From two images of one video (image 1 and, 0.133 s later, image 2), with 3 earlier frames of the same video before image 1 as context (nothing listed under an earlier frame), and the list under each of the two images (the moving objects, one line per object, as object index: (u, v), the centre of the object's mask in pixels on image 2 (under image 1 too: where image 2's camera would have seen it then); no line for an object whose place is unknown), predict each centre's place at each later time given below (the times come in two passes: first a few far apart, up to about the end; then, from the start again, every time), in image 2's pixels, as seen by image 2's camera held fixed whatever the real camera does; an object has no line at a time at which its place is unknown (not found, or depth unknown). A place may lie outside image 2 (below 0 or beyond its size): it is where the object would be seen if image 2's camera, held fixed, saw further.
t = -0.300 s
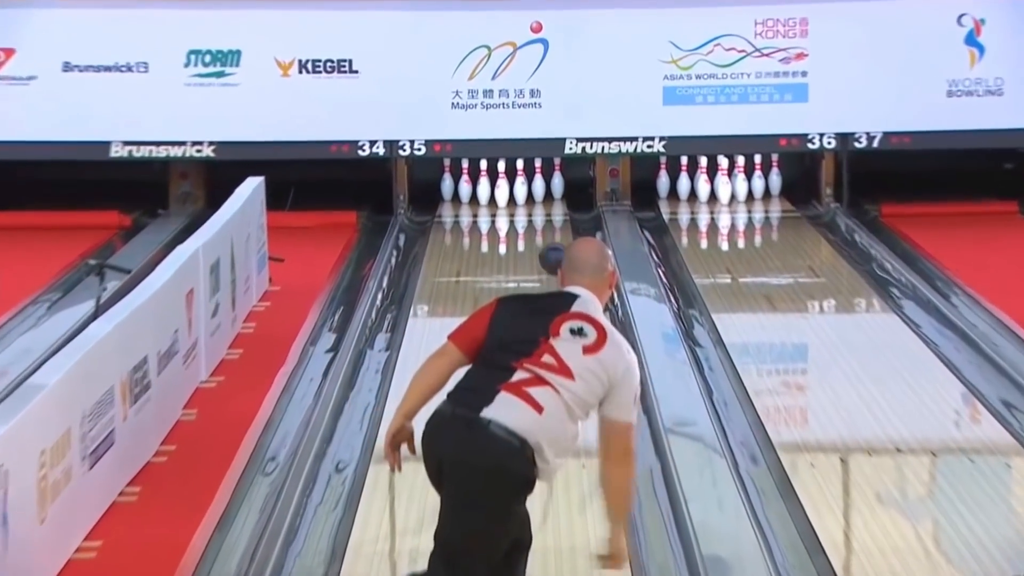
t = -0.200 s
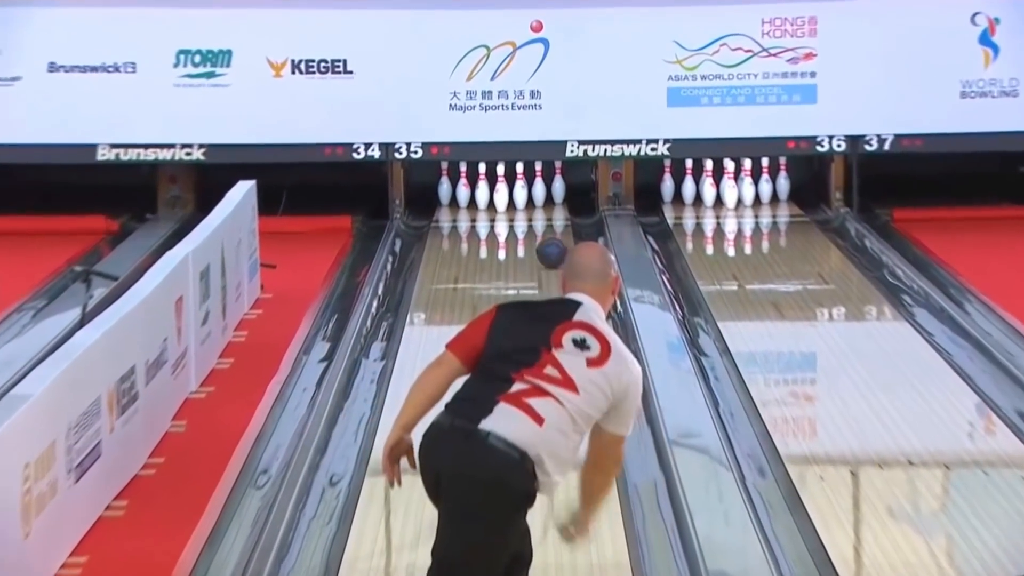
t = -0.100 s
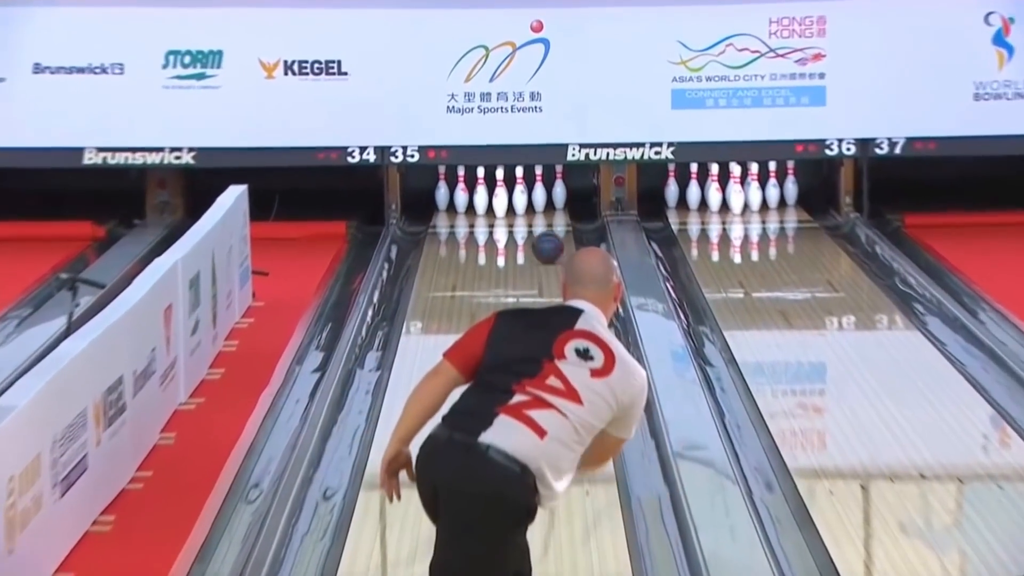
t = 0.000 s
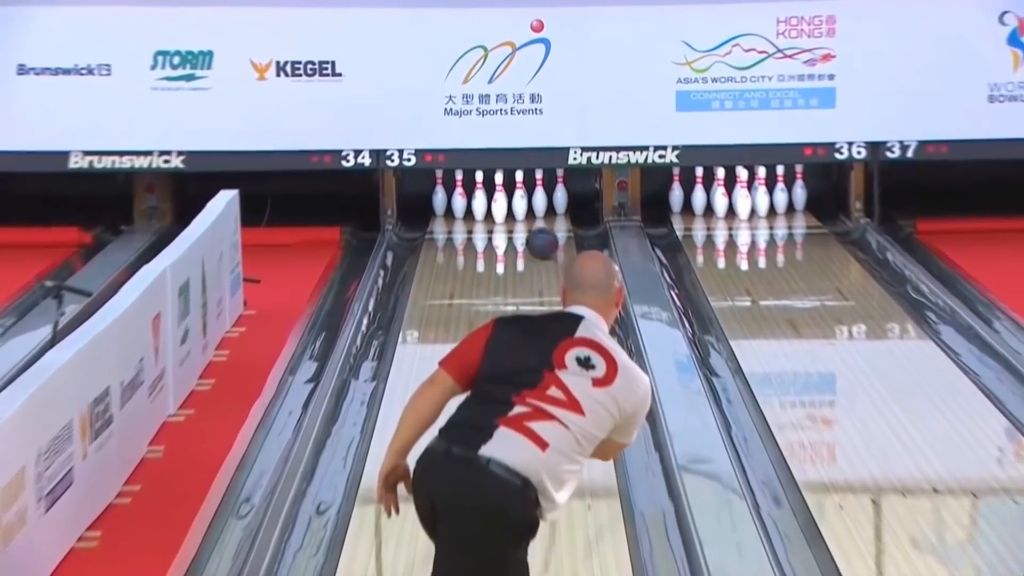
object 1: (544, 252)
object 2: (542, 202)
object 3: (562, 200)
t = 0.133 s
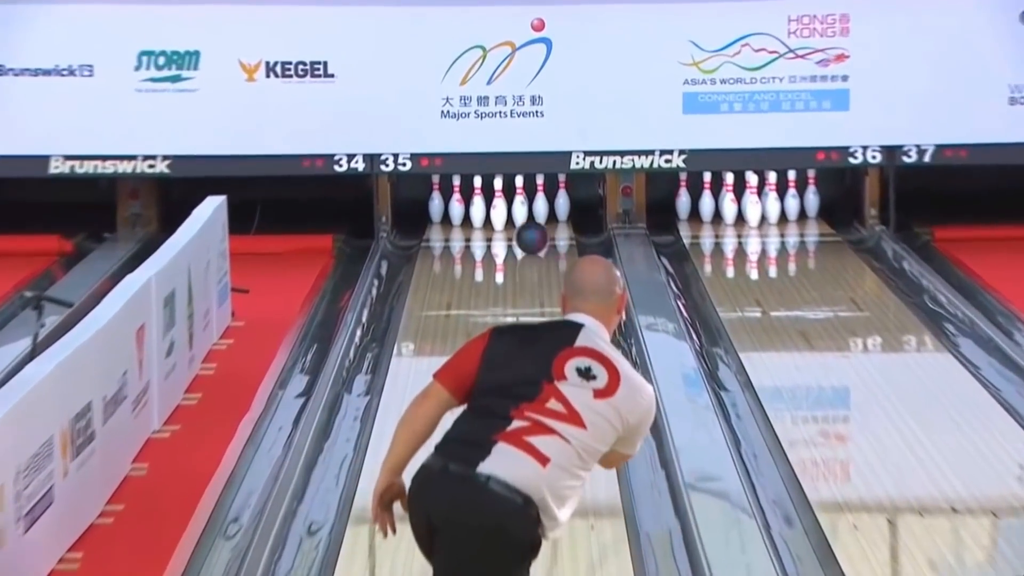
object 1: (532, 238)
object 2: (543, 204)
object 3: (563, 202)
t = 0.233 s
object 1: (523, 230)
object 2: (542, 206)
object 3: (563, 203)
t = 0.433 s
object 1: (504, 219)
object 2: (542, 208)
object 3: (564, 206)
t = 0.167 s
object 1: (529, 235)
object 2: (543, 204)
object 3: (563, 202)
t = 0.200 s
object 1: (526, 233)
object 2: (543, 205)
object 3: (564, 203)
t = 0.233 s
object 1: (523, 230)
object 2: (542, 206)
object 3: (563, 203)
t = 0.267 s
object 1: (519, 228)
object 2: (542, 207)
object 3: (564, 204)
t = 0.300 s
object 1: (514, 226)
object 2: (542, 207)
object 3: (564, 205)
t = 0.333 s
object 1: (510, 224)
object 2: (544, 208)
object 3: (566, 208)
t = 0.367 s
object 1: (506, 222)
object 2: (542, 207)
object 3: (565, 207)
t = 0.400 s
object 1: (505, 220)
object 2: (542, 208)
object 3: (564, 206)
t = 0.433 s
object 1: (504, 219)
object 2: (542, 208)
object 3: (564, 206)
